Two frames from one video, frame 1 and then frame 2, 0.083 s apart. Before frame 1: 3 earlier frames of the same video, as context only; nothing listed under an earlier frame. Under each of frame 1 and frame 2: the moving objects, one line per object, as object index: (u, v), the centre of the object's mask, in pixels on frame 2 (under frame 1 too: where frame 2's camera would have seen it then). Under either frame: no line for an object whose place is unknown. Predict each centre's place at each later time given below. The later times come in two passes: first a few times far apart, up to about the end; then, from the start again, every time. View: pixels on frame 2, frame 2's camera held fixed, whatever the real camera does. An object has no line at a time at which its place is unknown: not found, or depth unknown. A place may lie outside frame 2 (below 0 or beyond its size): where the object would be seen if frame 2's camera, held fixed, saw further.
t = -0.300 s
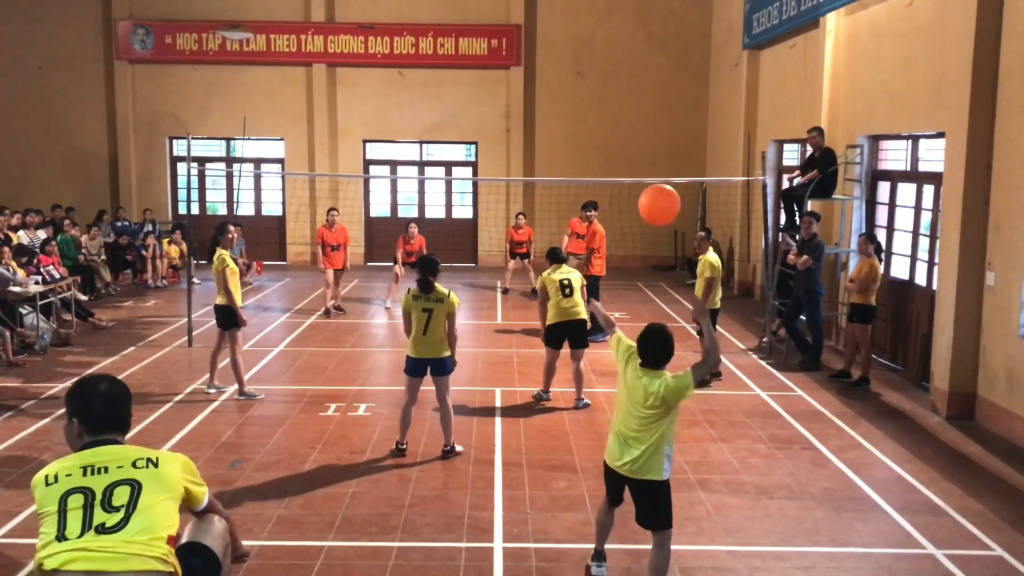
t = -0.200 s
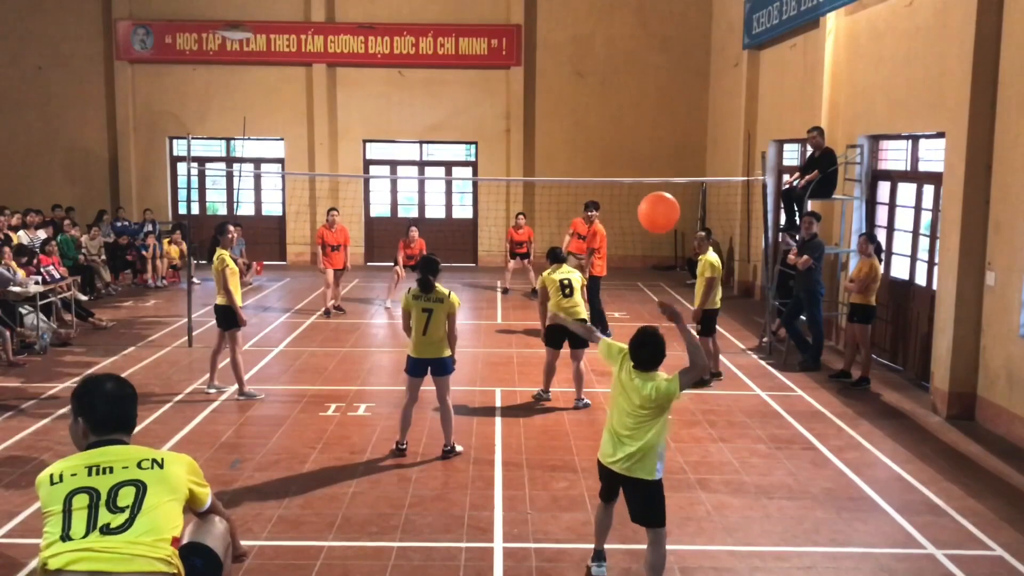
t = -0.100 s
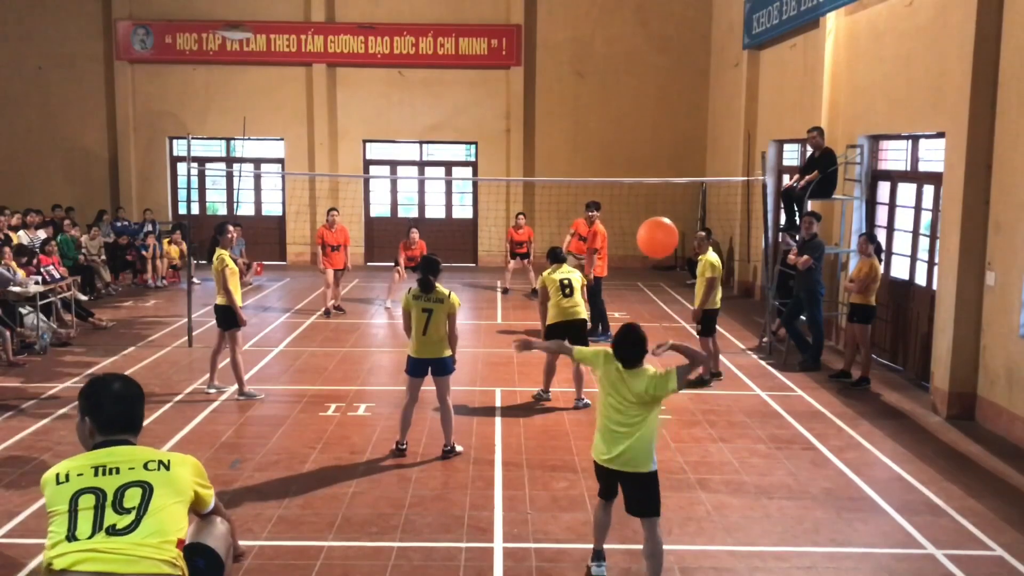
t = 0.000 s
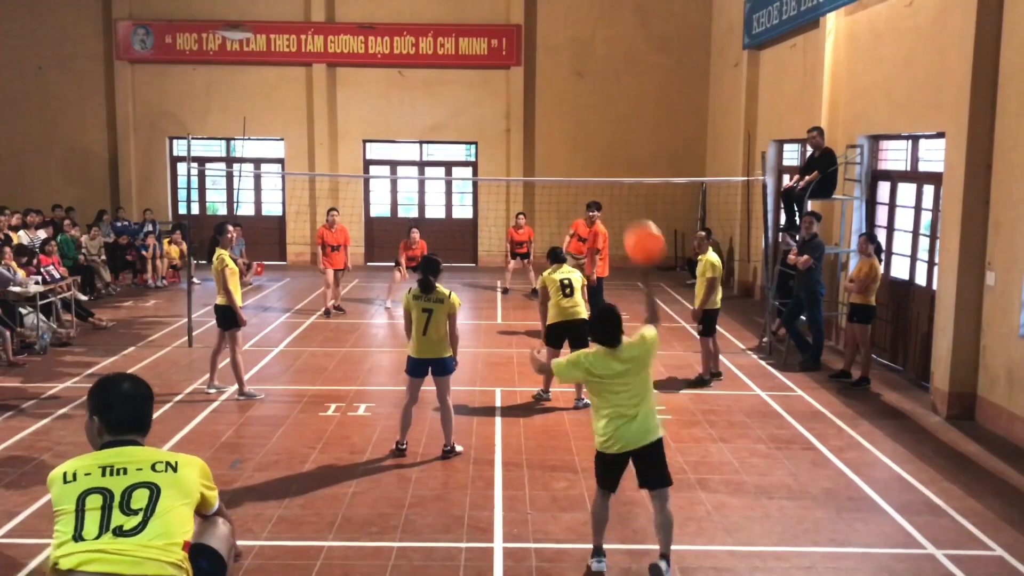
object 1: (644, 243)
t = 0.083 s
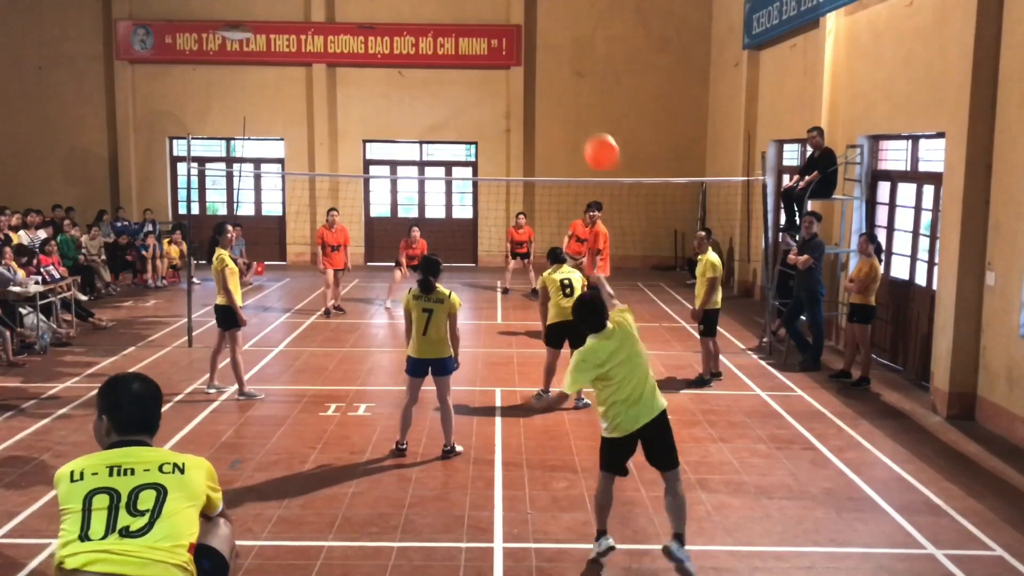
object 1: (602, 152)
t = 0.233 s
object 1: (551, 67)
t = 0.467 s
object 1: (506, 32)
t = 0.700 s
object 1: (479, 53)
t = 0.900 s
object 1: (463, 96)
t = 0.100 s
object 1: (595, 139)
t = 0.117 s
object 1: (588, 127)
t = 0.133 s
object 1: (582, 115)
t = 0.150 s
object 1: (576, 104)
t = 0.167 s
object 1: (570, 95)
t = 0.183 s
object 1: (565, 86)
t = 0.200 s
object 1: (560, 79)
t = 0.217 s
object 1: (555, 73)
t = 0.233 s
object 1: (551, 67)
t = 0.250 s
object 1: (547, 61)
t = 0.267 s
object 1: (543, 56)
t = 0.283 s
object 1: (539, 51)
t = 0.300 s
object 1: (535, 48)
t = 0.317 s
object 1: (532, 44)
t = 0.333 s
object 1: (528, 41)
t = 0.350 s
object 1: (525, 39)
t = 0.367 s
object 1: (522, 37)
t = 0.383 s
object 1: (519, 35)
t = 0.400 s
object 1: (516, 34)
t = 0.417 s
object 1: (514, 33)
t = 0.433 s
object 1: (511, 32)
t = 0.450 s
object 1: (509, 31)
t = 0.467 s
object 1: (506, 32)
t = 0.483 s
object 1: (504, 32)
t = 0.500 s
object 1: (502, 32)
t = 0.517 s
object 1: (499, 33)
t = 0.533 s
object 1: (497, 33)
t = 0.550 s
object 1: (495, 34)
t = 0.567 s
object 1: (493, 36)
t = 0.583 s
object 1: (492, 37)
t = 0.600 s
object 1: (489, 38)
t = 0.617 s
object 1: (488, 41)
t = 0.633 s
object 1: (486, 43)
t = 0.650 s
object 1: (485, 45)
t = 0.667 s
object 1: (483, 47)
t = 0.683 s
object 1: (481, 49)
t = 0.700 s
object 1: (479, 53)
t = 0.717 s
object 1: (477, 56)
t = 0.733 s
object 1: (476, 59)
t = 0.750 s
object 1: (474, 61)
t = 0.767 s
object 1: (473, 65)
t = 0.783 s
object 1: (472, 68)
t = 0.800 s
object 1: (470, 71)
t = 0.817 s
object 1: (469, 75)
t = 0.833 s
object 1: (468, 79)
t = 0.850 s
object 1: (467, 84)
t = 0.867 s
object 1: (465, 87)
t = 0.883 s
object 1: (464, 92)
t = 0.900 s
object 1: (463, 96)
